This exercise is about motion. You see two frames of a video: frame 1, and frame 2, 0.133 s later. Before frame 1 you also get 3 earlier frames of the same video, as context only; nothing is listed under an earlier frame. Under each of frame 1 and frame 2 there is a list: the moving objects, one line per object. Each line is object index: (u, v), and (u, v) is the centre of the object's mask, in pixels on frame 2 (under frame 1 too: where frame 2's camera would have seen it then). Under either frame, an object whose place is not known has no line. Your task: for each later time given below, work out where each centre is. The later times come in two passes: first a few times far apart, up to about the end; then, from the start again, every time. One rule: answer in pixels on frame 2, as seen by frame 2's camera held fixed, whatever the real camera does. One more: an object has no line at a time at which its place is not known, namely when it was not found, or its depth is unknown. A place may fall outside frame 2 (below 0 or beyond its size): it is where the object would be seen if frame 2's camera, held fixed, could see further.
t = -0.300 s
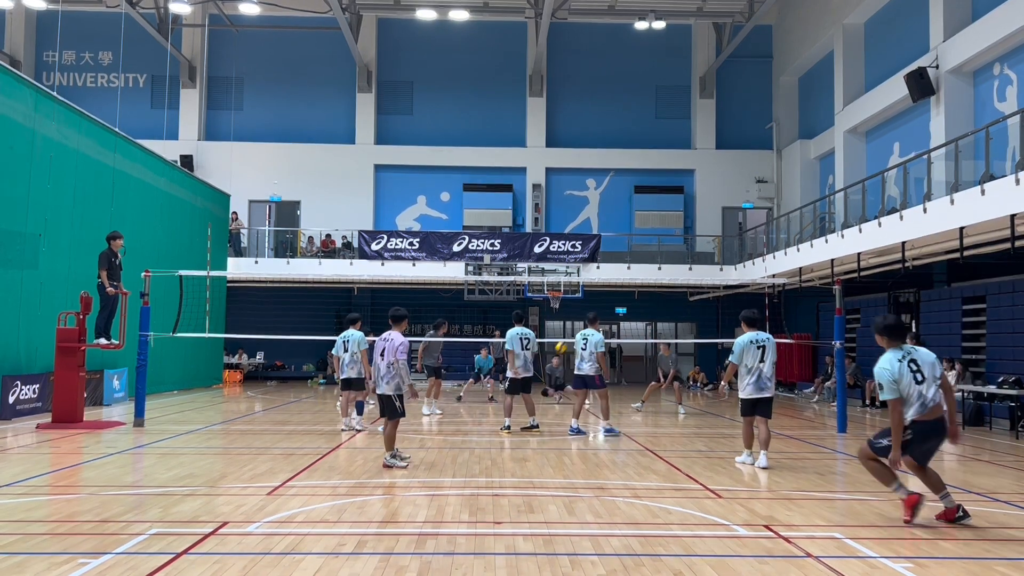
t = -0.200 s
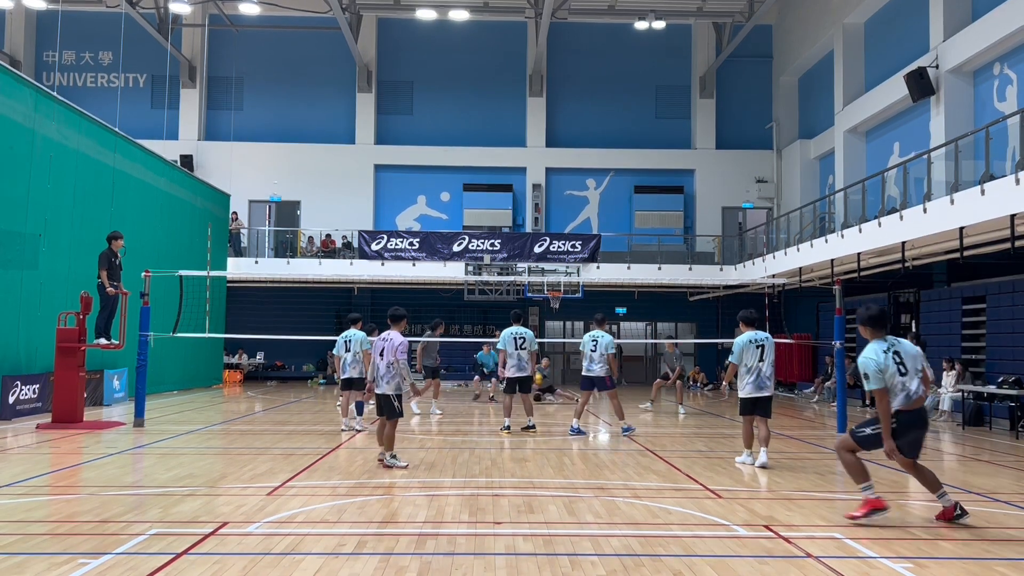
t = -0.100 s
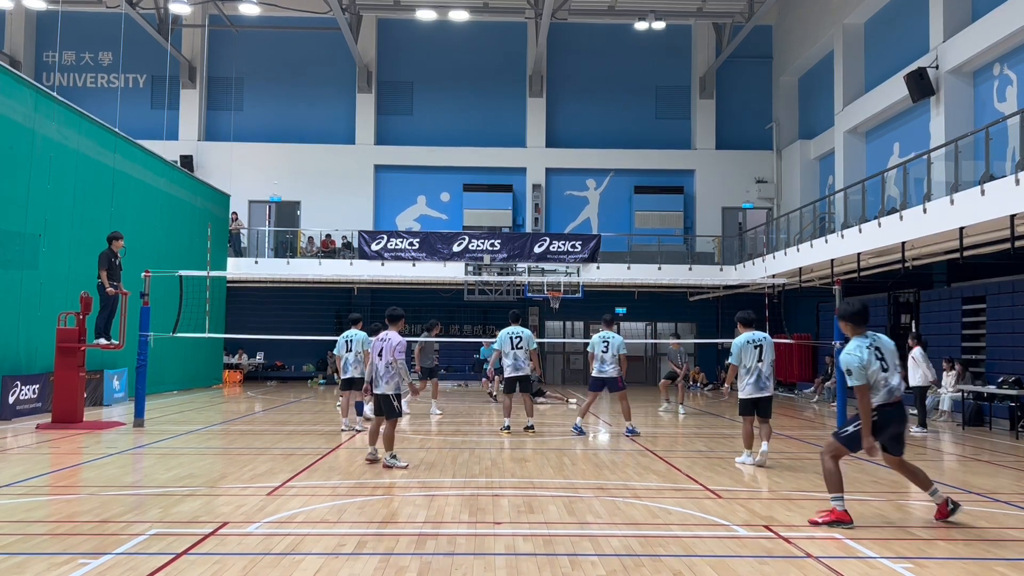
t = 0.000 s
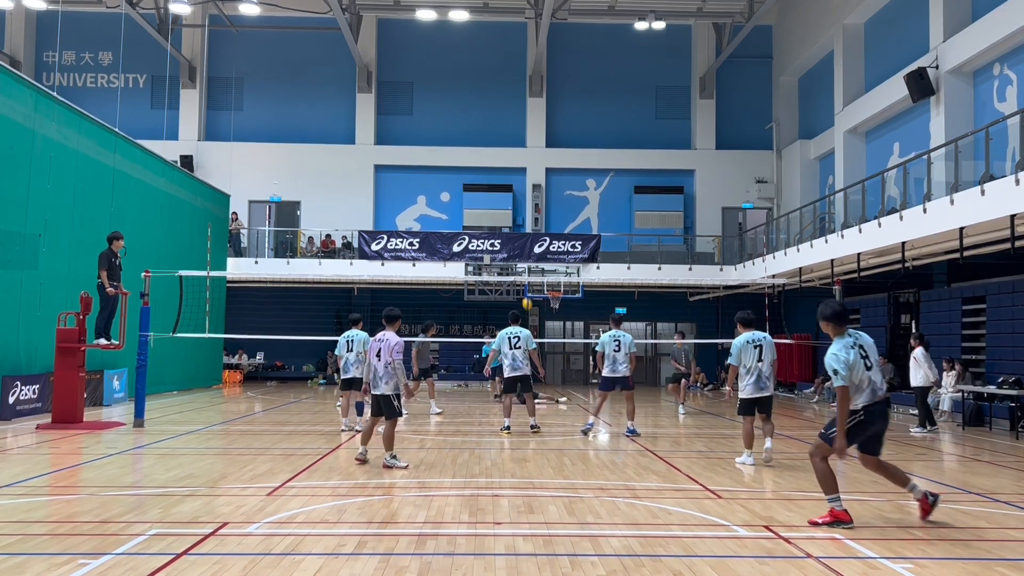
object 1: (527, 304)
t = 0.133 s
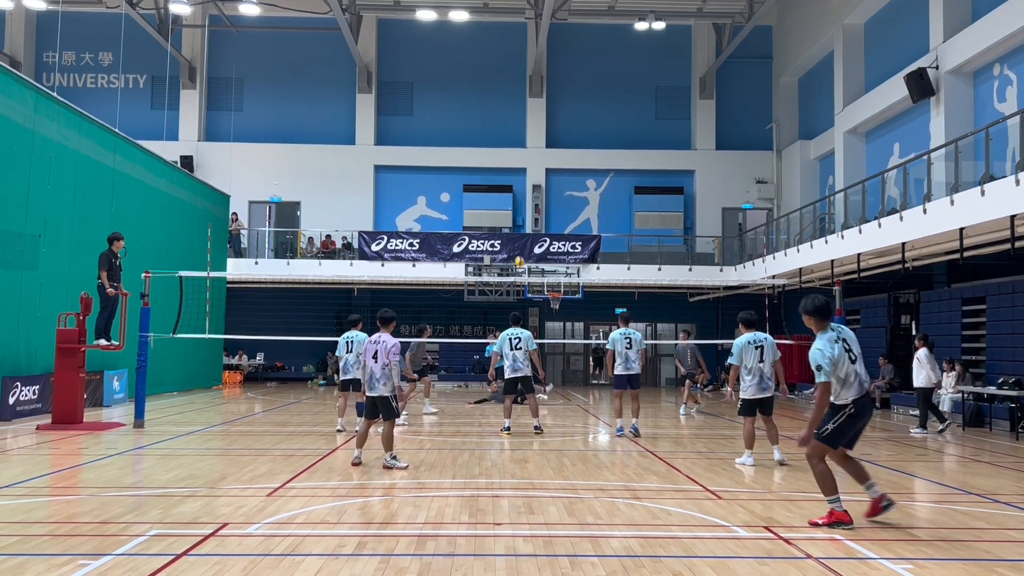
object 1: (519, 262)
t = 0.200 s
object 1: (516, 244)
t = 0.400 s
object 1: (504, 199)
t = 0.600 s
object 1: (492, 170)
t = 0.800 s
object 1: (478, 159)
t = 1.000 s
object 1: (463, 167)
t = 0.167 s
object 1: (518, 253)
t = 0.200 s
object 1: (516, 244)
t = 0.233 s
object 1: (514, 235)
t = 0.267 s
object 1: (512, 227)
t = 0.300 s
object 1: (510, 219)
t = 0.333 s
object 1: (508, 211)
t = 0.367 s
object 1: (506, 205)
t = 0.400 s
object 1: (504, 199)
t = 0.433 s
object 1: (502, 192)
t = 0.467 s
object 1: (500, 187)
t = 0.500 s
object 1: (498, 182)
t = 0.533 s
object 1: (496, 178)
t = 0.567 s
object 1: (494, 173)
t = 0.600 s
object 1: (492, 170)
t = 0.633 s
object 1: (489, 167)
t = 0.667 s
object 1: (487, 164)
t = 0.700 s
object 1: (485, 162)
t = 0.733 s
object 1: (483, 160)
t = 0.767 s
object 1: (480, 159)
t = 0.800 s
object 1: (478, 159)
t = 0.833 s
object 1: (476, 158)
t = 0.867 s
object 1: (473, 159)
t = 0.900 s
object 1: (471, 160)
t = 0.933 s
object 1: (468, 162)
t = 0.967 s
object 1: (466, 164)
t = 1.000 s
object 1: (463, 167)
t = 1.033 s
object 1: (461, 170)
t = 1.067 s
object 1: (458, 174)
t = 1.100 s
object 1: (455, 179)
